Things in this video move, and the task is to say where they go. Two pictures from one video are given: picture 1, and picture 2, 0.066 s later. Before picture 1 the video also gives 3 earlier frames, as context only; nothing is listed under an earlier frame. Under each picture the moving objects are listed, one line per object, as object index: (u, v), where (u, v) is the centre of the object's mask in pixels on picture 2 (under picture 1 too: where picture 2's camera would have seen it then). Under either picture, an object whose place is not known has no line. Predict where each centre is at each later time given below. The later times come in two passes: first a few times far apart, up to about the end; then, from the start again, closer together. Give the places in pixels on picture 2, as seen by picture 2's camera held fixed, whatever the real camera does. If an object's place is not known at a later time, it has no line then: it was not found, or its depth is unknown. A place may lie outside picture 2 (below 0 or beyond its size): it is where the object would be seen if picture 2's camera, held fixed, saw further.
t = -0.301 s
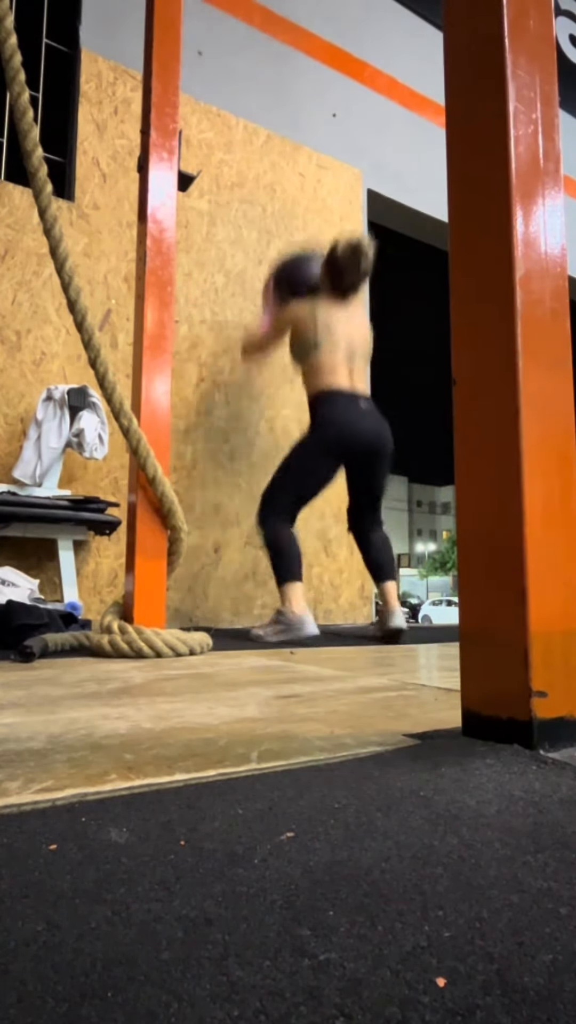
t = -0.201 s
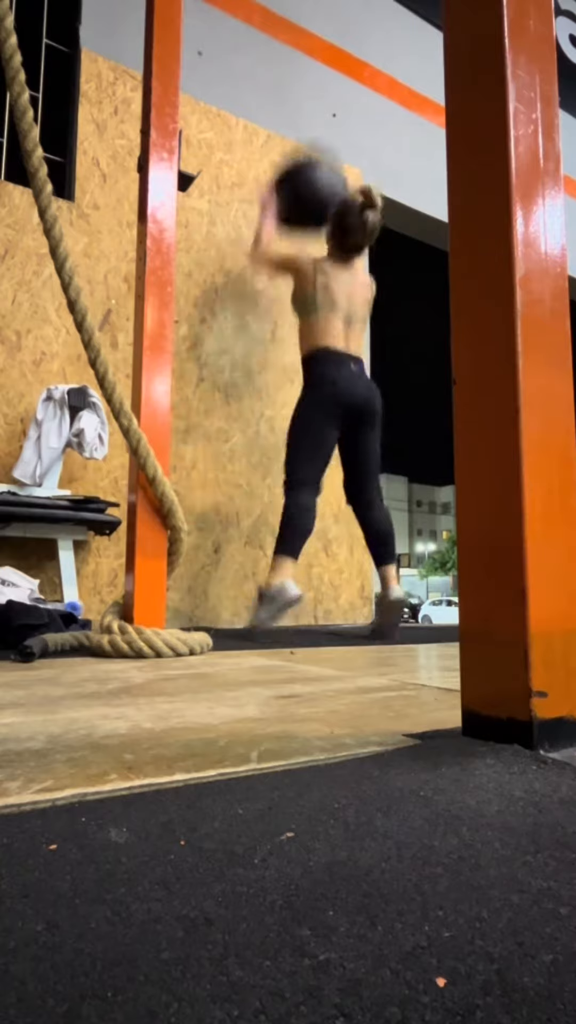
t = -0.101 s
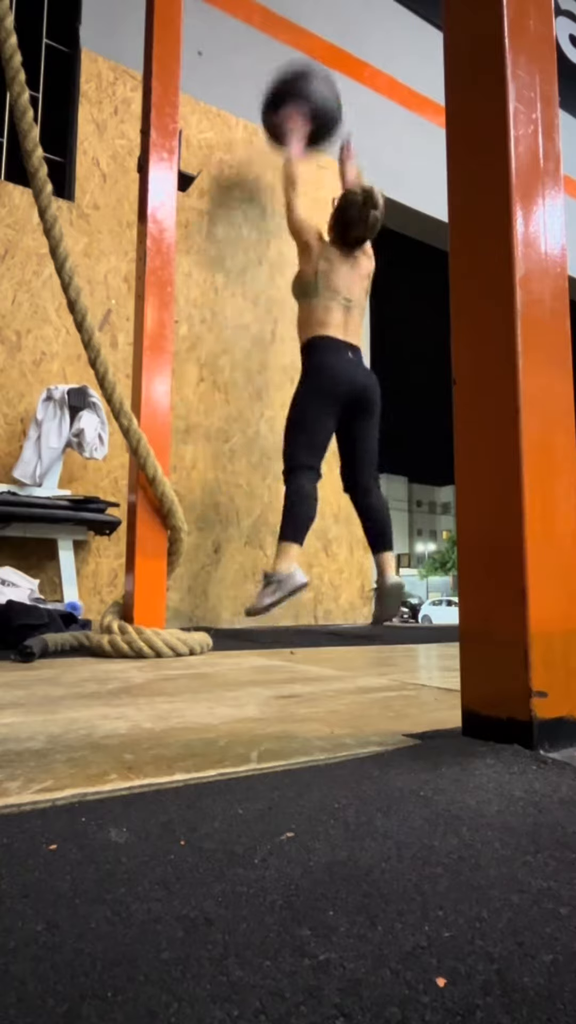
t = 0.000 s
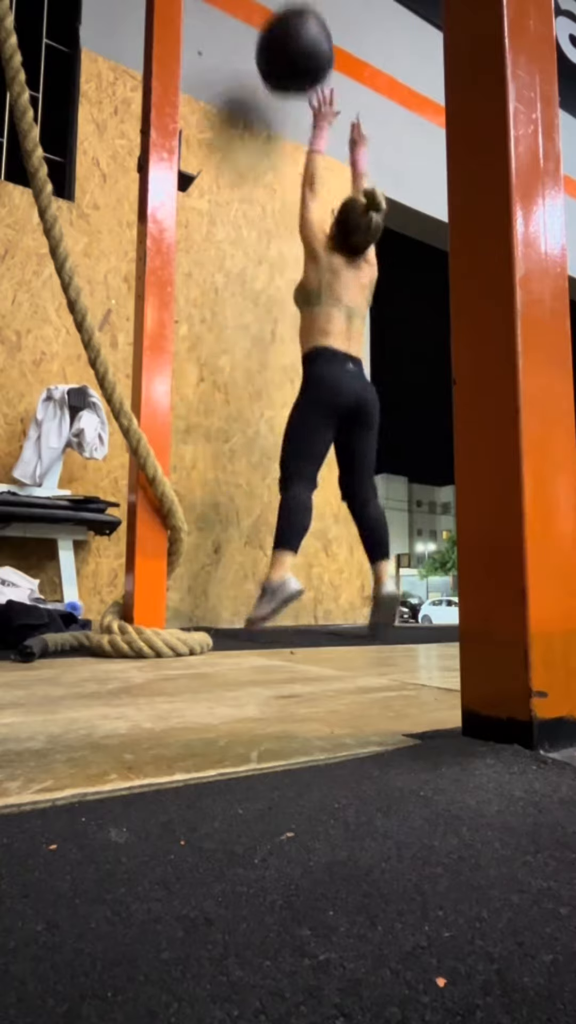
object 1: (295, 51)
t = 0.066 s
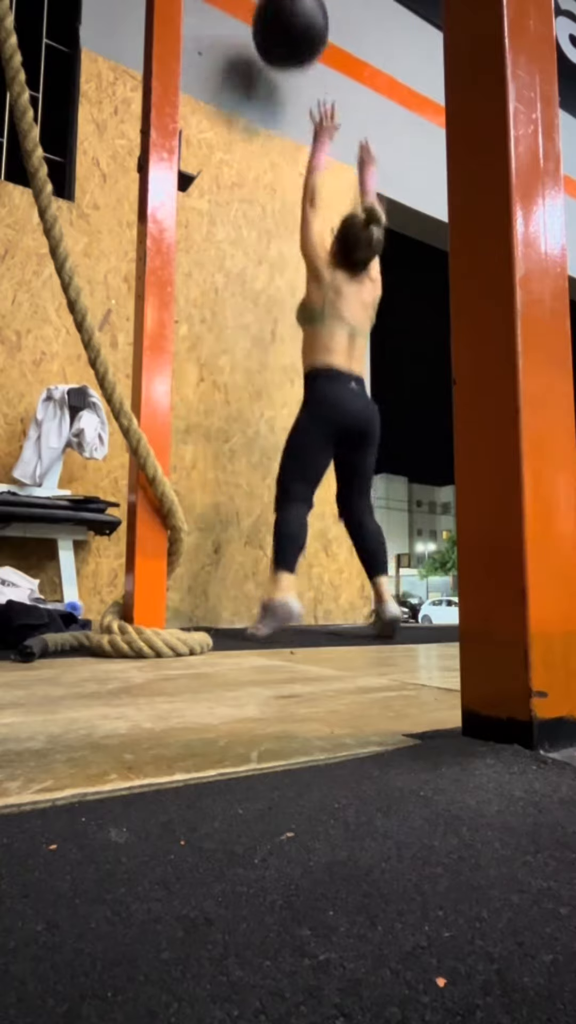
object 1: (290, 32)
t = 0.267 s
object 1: (274, 19)
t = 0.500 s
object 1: (292, 29)
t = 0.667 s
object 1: (300, 99)
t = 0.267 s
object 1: (274, 19)
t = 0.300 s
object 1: (276, 18)
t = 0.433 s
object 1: (289, 20)
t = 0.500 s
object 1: (292, 29)
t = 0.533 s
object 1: (294, 35)
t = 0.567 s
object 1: (296, 44)
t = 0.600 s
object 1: (297, 60)
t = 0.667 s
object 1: (300, 99)
